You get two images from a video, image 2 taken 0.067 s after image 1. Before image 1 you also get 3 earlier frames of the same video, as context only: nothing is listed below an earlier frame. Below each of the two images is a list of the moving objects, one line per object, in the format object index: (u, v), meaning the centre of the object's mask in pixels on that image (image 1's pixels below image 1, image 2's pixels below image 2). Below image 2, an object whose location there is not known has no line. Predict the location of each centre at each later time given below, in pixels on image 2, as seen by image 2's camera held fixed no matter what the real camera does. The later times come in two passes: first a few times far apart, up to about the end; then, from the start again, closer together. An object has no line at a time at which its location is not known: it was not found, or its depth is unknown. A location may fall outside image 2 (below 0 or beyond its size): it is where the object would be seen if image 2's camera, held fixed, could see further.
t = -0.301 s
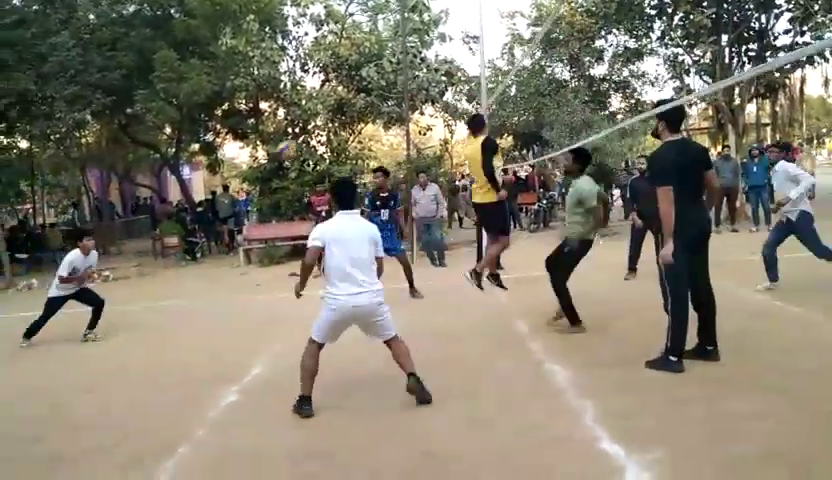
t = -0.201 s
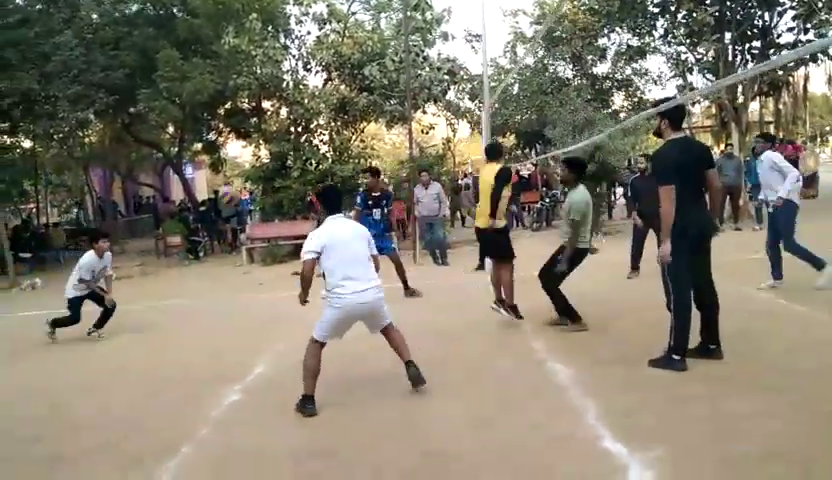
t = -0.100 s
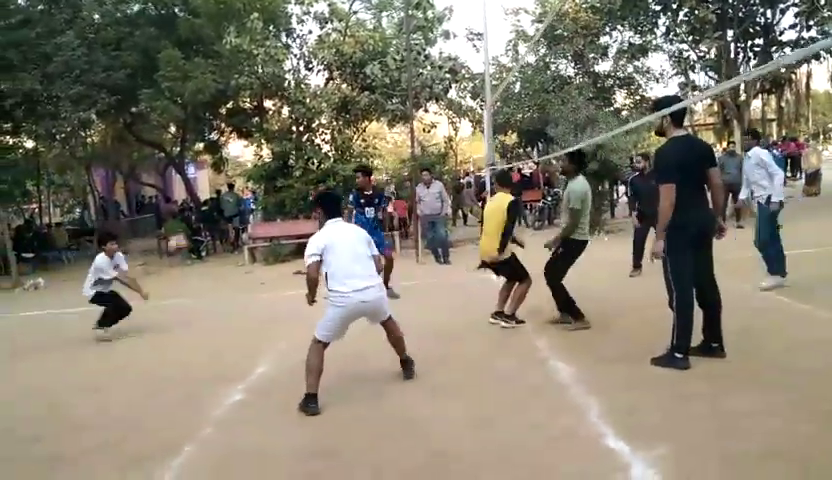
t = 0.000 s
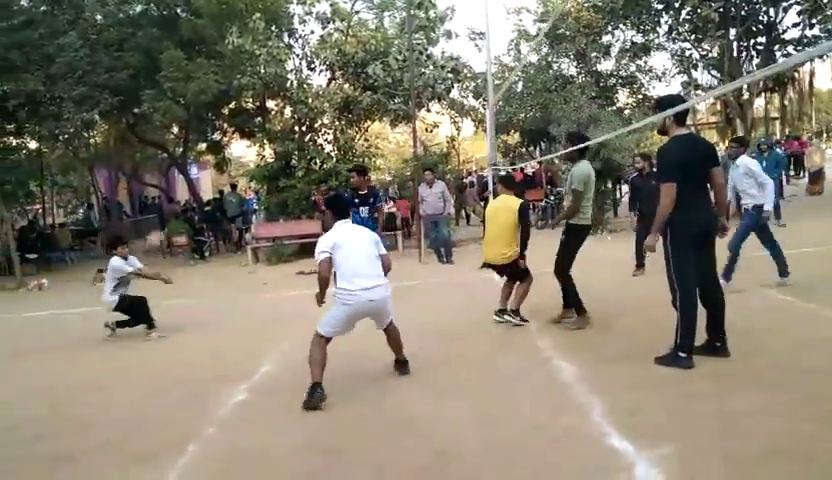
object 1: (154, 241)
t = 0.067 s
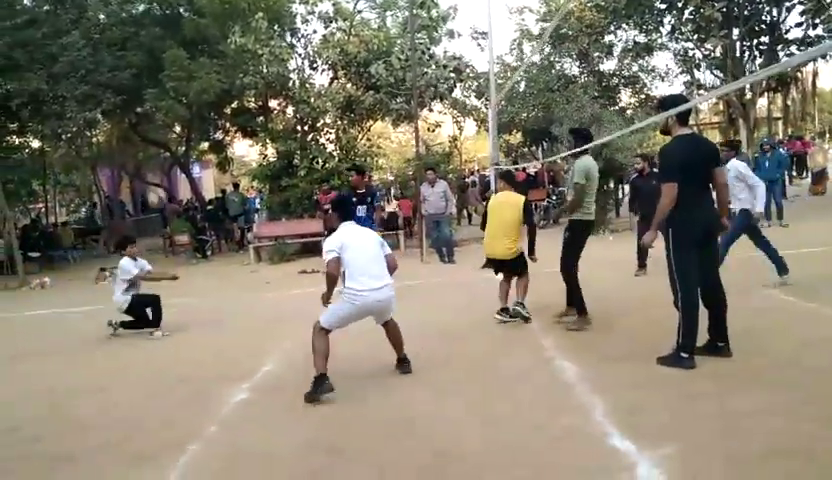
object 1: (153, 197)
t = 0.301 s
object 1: (156, 77)
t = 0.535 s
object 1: (162, 1)
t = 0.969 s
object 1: (187, 0)
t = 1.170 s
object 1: (204, 70)
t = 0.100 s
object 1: (156, 176)
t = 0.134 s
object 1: (156, 159)
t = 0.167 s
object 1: (156, 140)
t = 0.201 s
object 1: (155, 122)
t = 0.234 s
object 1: (156, 107)
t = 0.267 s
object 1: (155, 91)
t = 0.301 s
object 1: (156, 77)
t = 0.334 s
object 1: (156, 63)
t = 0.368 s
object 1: (157, 50)
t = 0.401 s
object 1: (158, 38)
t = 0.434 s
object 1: (159, 27)
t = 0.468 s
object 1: (160, 16)
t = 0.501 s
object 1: (161, 8)
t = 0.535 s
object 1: (162, 1)
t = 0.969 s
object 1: (187, 0)
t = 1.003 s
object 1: (190, 9)
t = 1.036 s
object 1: (191, 18)
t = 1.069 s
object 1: (195, 30)
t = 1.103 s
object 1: (198, 43)
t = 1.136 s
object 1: (202, 56)
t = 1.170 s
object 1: (204, 70)
